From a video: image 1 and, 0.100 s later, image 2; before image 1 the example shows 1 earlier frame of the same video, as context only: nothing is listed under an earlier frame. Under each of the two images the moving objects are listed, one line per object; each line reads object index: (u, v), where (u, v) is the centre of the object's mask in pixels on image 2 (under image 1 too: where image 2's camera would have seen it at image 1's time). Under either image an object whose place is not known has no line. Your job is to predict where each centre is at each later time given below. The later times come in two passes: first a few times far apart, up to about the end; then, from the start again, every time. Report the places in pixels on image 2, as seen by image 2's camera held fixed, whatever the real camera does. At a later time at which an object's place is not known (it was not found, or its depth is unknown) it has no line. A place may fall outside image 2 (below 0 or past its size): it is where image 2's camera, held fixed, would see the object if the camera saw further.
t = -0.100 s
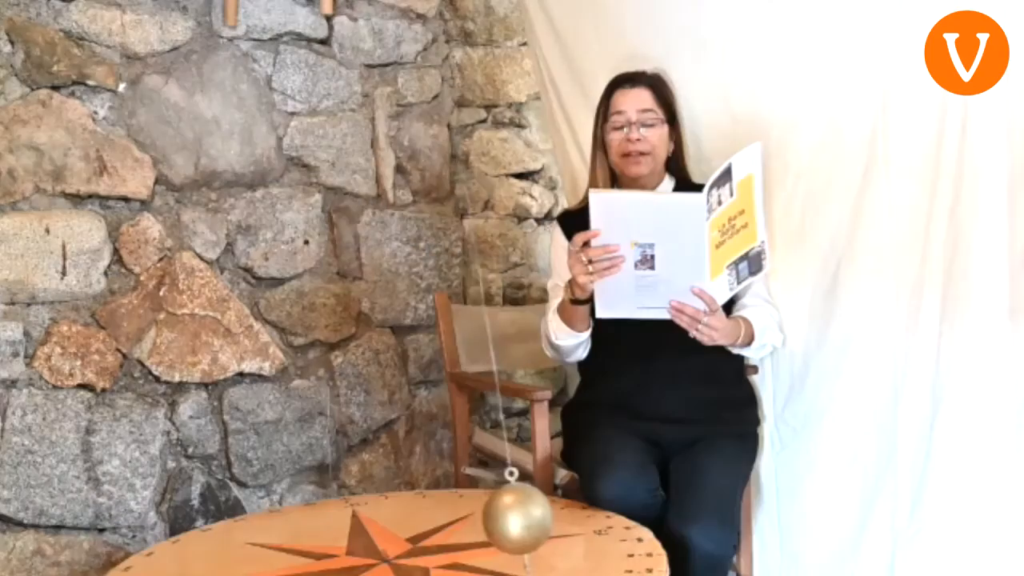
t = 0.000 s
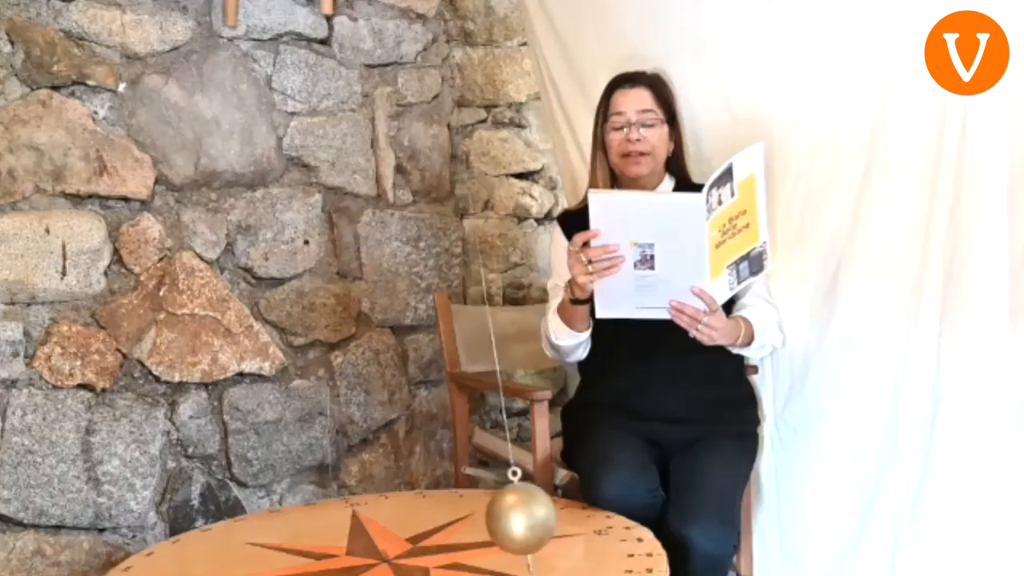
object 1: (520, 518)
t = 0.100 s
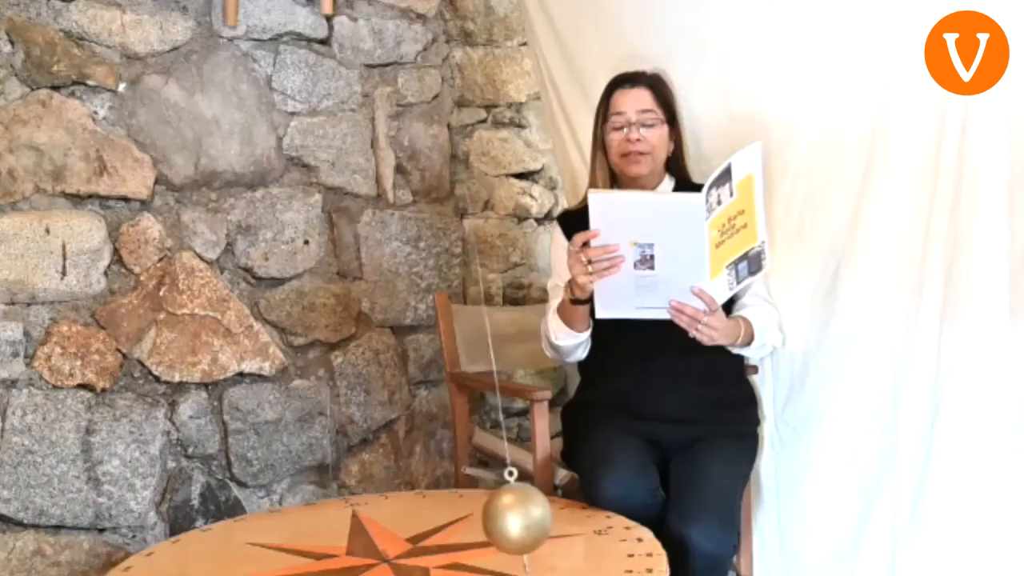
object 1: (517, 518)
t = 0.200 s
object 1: (506, 518)
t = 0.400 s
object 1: (466, 517)
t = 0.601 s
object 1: (414, 511)
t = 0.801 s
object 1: (362, 501)
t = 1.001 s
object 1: (319, 488)
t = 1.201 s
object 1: (293, 476)
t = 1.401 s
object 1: (283, 472)
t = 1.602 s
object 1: (292, 476)
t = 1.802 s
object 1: (318, 487)
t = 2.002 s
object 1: (361, 500)
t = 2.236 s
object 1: (422, 512)
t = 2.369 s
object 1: (457, 515)
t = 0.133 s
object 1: (514, 519)
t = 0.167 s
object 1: (510, 519)
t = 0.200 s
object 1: (506, 518)
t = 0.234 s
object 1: (501, 518)
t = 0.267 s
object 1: (495, 518)
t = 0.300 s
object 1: (488, 518)
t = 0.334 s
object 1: (481, 518)
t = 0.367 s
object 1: (474, 517)
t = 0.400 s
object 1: (466, 517)
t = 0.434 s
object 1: (458, 516)
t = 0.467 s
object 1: (449, 516)
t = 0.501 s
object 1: (440, 514)
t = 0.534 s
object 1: (432, 512)
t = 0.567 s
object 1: (422, 512)
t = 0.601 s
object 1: (414, 511)
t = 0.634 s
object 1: (405, 510)
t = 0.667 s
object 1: (395, 508)
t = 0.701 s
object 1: (387, 505)
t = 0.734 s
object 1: (378, 504)
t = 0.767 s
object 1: (370, 502)
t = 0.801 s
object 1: (362, 501)
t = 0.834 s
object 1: (354, 498)
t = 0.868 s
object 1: (346, 496)
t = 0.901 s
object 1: (339, 493)
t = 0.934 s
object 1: (332, 492)
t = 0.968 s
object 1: (325, 489)
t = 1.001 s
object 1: (319, 488)
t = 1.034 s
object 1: (314, 486)
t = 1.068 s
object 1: (309, 484)
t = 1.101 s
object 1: (304, 482)
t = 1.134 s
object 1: (300, 480)
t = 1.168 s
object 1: (296, 478)
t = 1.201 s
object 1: (293, 476)
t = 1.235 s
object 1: (290, 475)
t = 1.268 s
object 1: (288, 474)
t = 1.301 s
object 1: (286, 473)
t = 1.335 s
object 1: (284, 473)
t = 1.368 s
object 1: (284, 472)
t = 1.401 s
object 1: (283, 472)
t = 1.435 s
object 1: (283, 472)
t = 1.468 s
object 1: (284, 472)
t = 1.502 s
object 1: (286, 473)
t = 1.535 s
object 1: (287, 474)
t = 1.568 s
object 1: (289, 475)
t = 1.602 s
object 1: (292, 476)
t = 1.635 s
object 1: (295, 478)
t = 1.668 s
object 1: (299, 479)
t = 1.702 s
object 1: (303, 481)
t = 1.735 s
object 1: (308, 483)
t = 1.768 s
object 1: (313, 485)
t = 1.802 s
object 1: (318, 487)
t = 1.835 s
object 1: (325, 489)
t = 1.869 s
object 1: (331, 491)
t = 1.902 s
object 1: (339, 493)
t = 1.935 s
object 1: (346, 495)
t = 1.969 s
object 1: (353, 498)
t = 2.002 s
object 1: (361, 500)
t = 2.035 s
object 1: (368, 501)
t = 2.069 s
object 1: (378, 504)
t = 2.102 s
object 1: (387, 505)
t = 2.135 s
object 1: (395, 507)
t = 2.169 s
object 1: (404, 509)
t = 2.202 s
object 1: (412, 510)
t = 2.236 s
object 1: (422, 512)
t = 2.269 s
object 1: (431, 513)
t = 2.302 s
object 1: (440, 514)
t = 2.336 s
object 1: (448, 515)
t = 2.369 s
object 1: (457, 515)
